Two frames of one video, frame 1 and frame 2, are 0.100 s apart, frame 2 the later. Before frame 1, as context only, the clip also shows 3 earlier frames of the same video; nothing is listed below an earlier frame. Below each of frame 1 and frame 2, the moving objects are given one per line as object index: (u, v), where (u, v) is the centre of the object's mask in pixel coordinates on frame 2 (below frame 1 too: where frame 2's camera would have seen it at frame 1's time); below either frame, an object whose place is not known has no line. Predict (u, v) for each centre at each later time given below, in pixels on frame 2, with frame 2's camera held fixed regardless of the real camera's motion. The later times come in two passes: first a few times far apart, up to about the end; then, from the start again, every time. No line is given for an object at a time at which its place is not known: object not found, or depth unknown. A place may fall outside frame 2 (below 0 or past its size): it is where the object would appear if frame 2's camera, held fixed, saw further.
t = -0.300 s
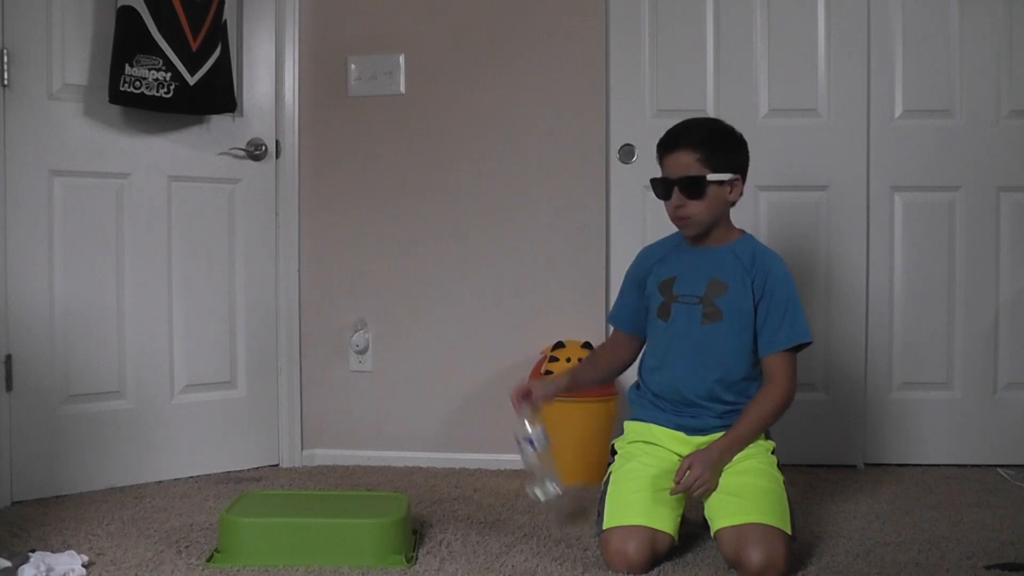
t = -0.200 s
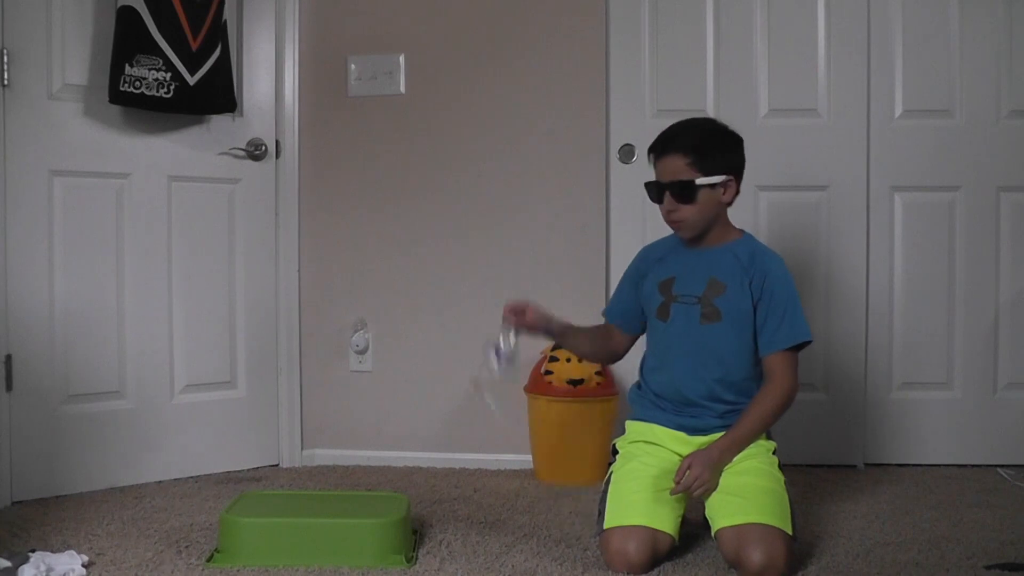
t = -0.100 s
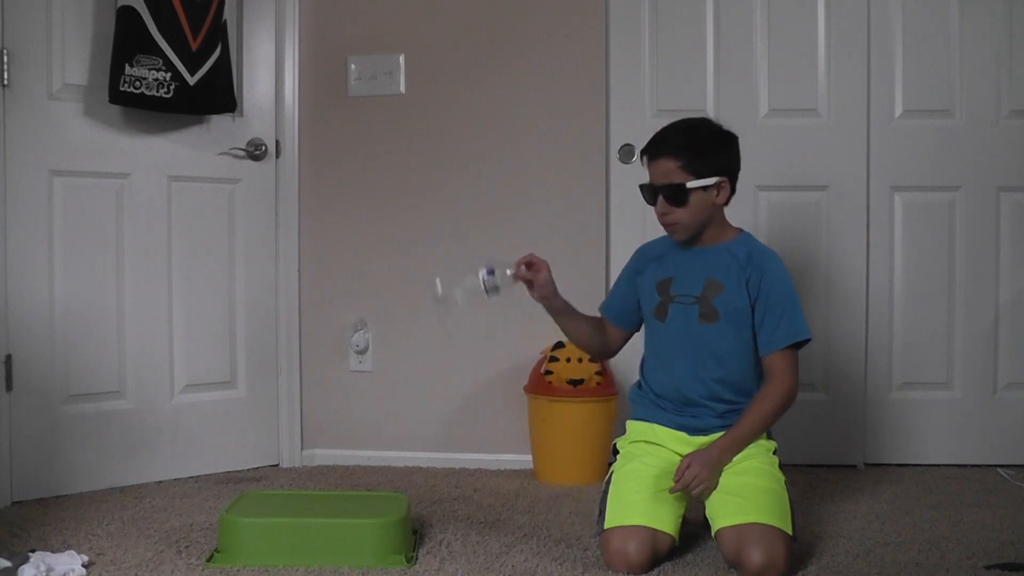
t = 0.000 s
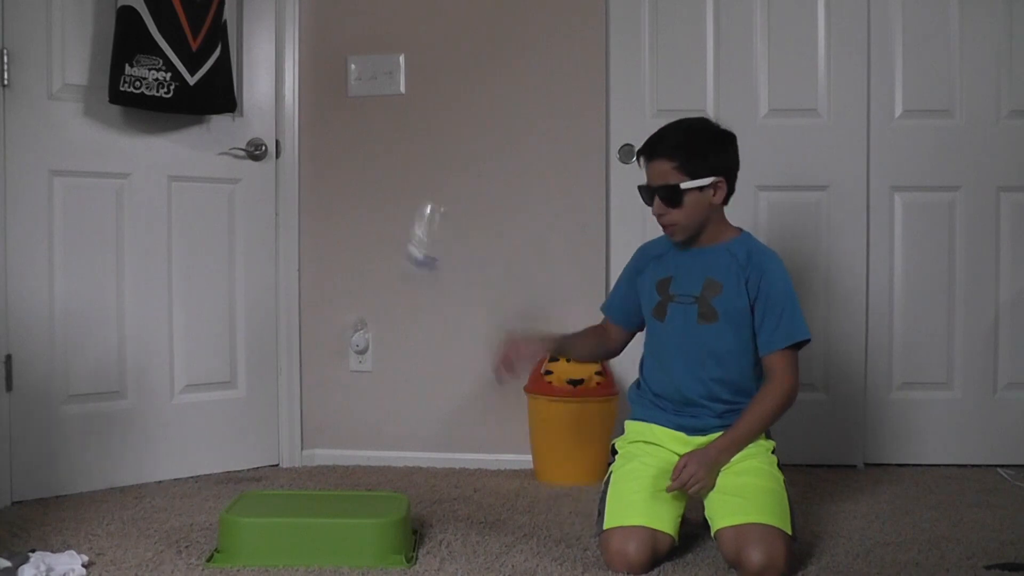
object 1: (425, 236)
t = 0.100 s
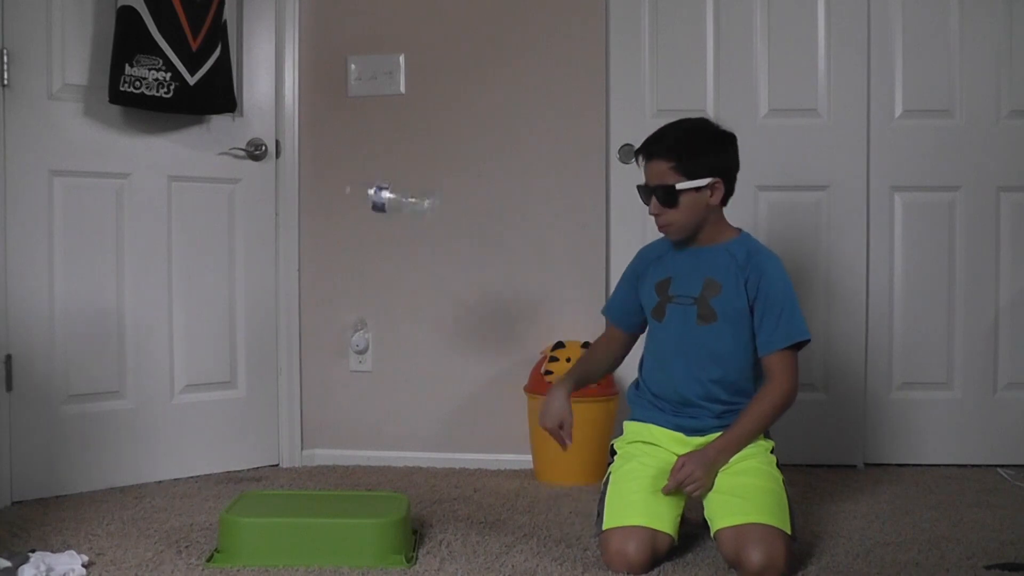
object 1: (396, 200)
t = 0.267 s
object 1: (375, 262)
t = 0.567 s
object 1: (343, 456)
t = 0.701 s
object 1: (344, 456)
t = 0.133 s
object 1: (385, 199)
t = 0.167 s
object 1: (385, 207)
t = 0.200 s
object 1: (381, 221)
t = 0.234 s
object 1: (376, 238)
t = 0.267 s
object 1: (375, 262)
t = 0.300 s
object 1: (366, 294)
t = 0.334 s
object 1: (366, 337)
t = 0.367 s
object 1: (363, 373)
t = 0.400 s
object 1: (357, 425)
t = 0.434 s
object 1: (354, 460)
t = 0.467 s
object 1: (352, 456)
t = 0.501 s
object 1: (347, 457)
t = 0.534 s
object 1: (344, 456)
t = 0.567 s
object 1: (343, 456)
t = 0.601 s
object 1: (344, 456)
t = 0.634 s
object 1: (344, 456)
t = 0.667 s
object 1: (344, 456)
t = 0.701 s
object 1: (344, 456)
